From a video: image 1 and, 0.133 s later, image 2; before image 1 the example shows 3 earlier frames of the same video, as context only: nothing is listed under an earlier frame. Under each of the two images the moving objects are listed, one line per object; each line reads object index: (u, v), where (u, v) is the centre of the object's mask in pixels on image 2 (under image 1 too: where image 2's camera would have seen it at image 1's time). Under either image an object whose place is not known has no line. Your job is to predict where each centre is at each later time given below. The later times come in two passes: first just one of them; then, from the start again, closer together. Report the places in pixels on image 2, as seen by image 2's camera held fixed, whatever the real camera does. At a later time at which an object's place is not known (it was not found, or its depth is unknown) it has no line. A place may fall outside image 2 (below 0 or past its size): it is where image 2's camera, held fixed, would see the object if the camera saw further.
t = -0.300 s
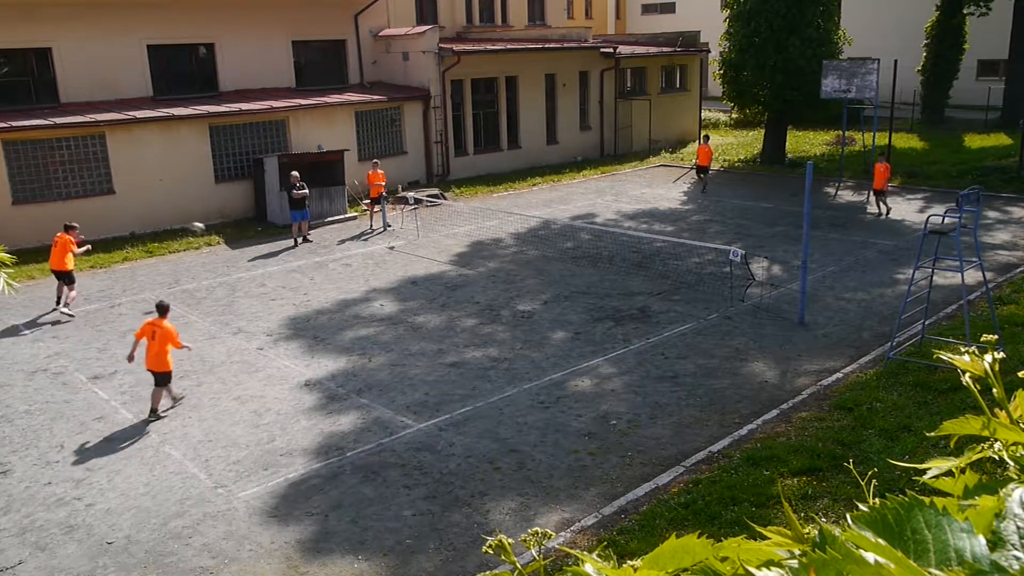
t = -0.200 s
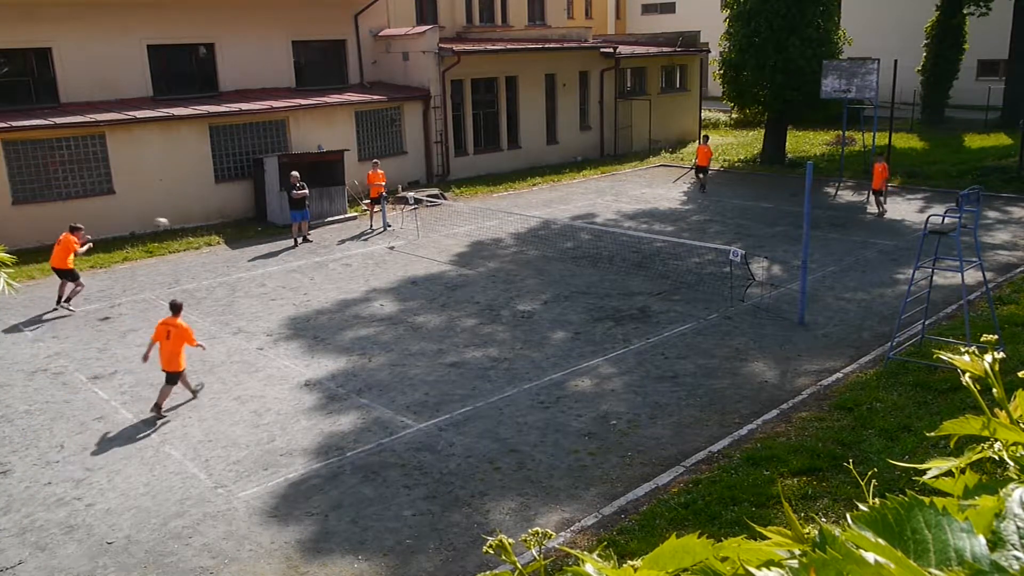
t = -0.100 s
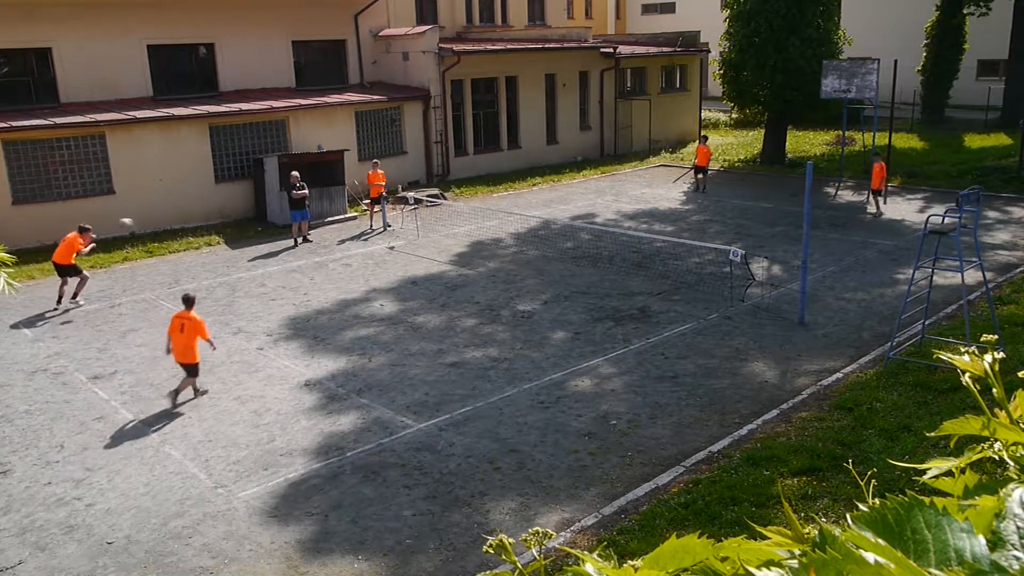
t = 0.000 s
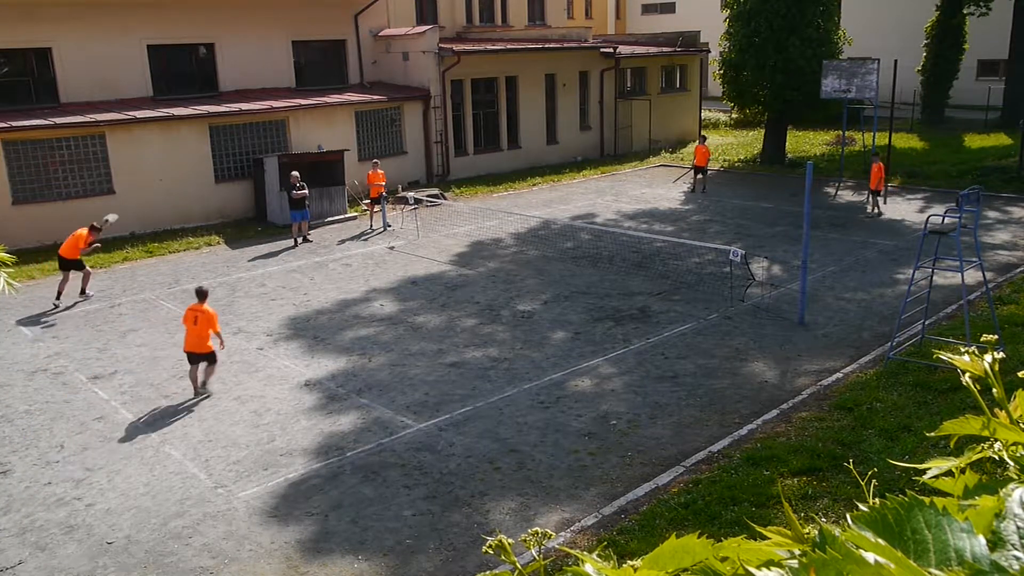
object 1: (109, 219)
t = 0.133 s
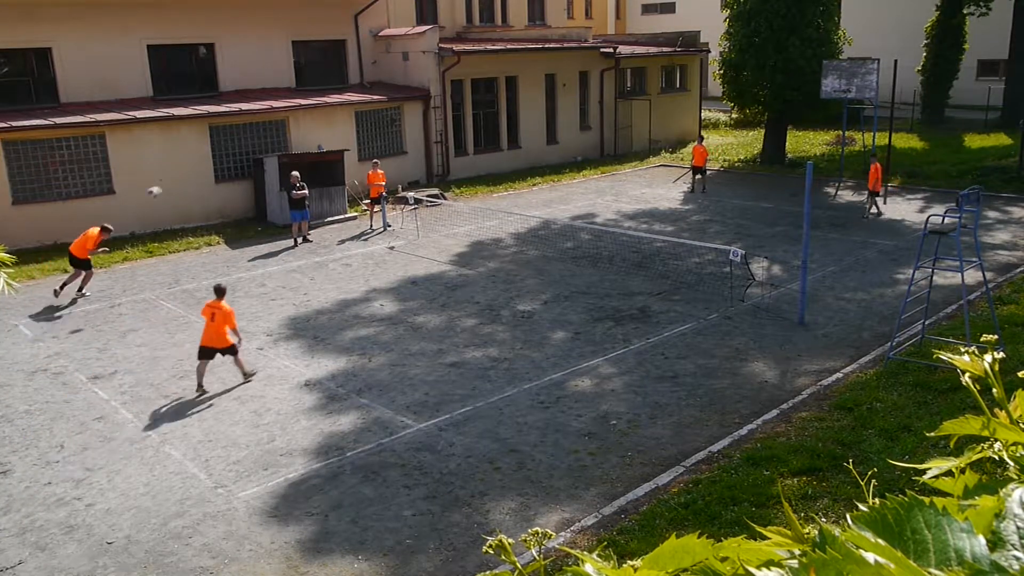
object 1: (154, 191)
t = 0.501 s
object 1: (278, 159)
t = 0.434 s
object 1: (254, 161)
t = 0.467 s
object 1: (265, 159)
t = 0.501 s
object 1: (278, 159)
